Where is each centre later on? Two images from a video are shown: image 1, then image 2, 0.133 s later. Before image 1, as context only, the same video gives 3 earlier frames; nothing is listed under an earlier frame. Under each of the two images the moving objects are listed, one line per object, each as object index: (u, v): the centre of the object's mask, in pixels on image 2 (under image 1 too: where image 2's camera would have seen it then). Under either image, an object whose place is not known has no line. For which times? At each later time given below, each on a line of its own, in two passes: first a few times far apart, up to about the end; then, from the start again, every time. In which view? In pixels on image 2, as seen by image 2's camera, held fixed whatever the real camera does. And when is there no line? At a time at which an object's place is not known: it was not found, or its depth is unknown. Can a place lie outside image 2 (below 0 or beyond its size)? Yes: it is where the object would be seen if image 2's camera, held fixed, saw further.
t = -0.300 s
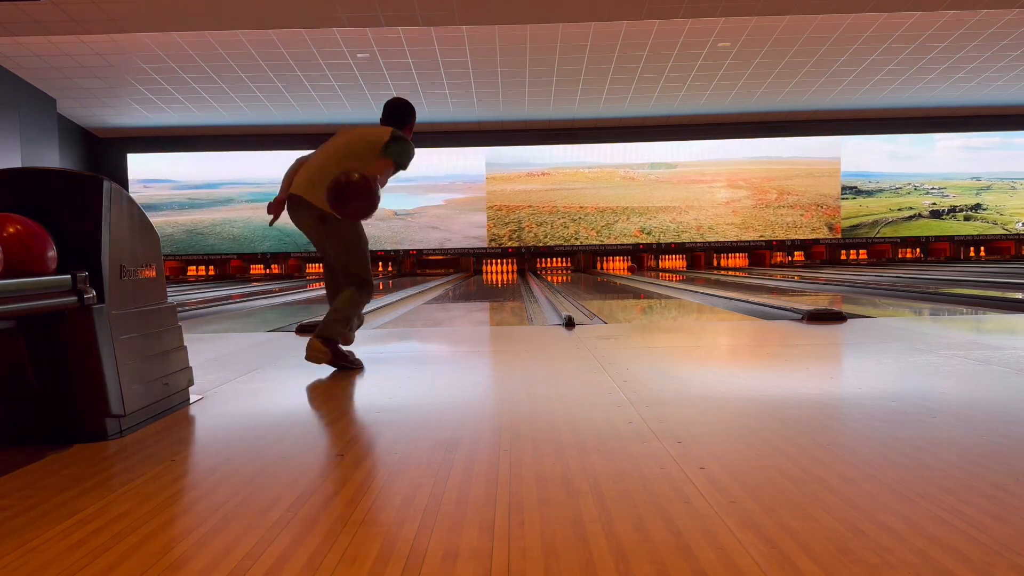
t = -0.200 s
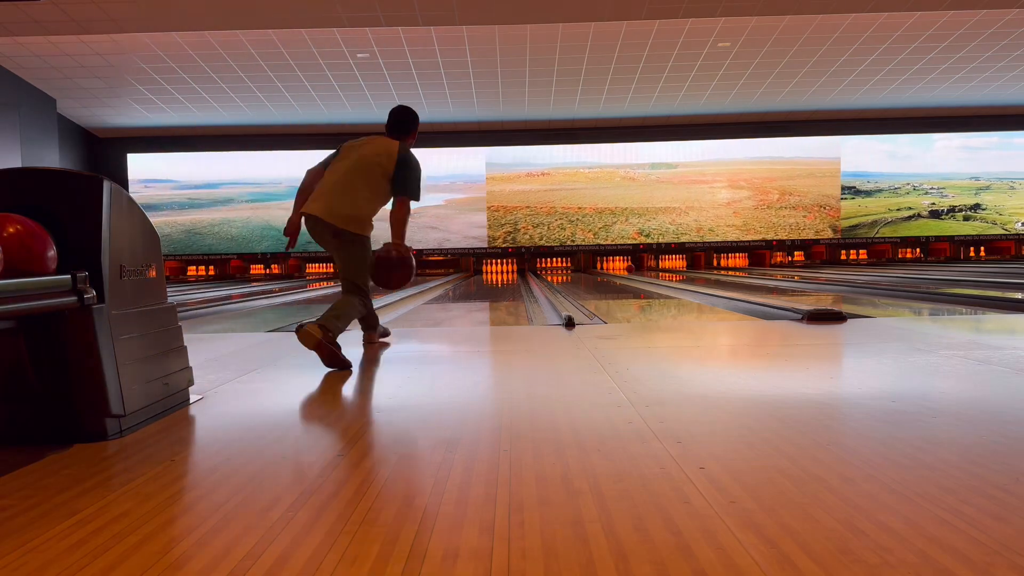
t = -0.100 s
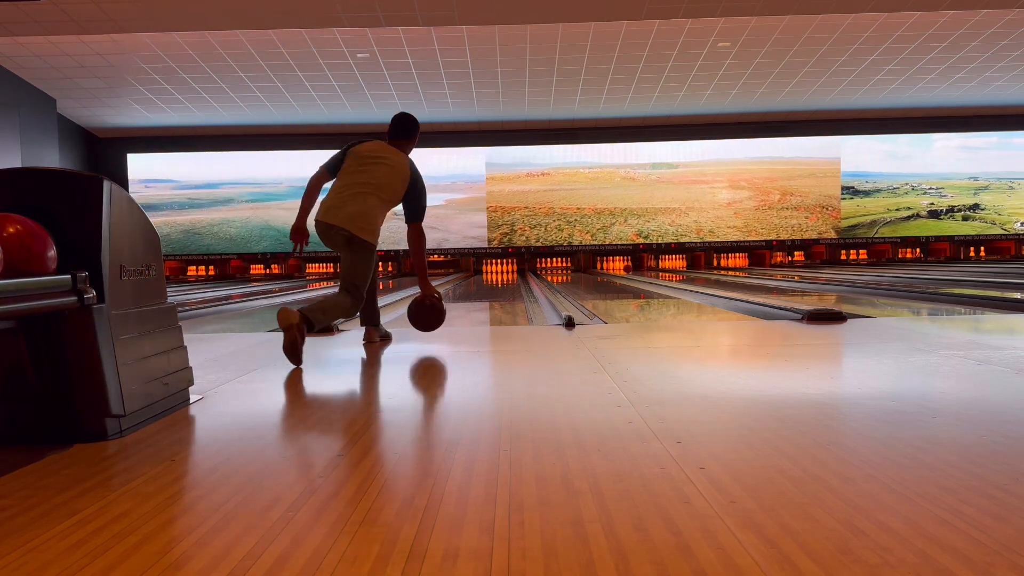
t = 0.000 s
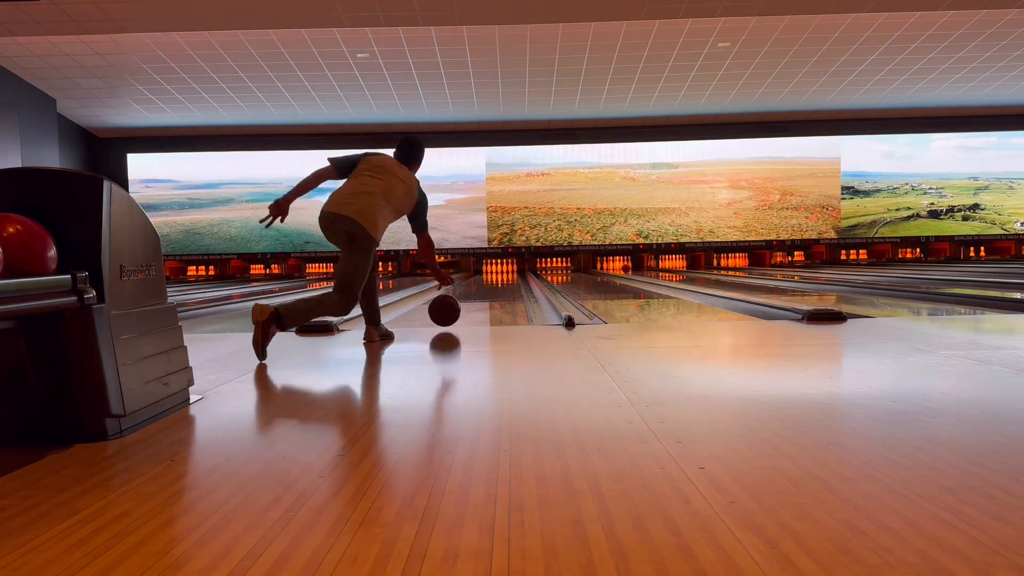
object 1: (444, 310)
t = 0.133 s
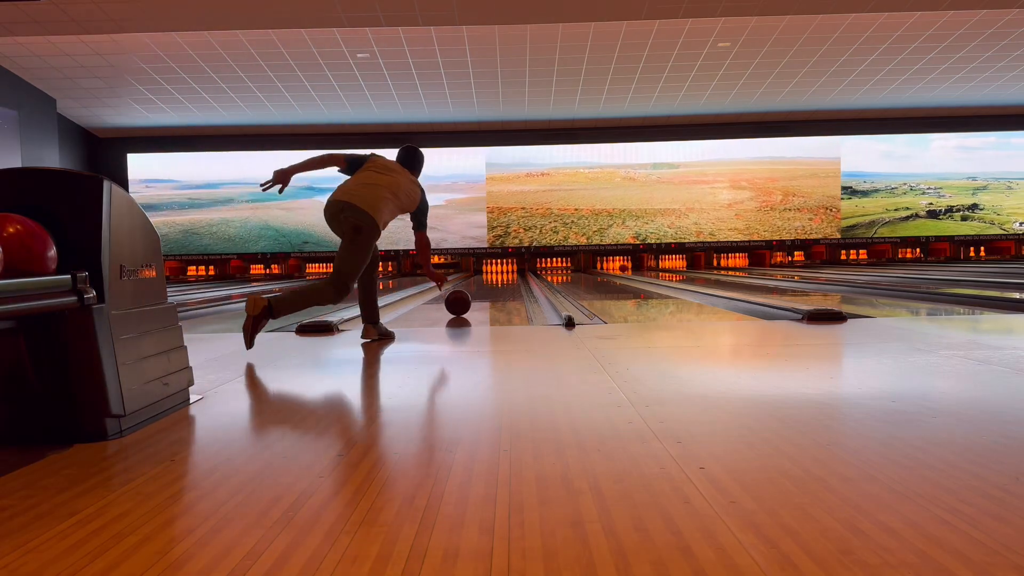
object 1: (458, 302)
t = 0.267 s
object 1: (467, 295)
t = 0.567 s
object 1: (479, 286)
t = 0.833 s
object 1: (485, 280)
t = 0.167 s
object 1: (460, 300)
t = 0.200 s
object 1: (463, 298)
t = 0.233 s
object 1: (465, 297)
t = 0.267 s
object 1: (467, 295)
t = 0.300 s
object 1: (469, 294)
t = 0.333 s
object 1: (471, 292)
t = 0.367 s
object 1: (472, 291)
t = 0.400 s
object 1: (473, 290)
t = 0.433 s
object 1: (475, 289)
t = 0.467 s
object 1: (476, 288)
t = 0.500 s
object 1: (477, 287)
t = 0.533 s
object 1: (478, 286)
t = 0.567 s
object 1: (479, 286)
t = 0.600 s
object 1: (480, 285)
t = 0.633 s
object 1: (481, 284)
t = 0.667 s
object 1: (482, 283)
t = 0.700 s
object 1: (483, 283)
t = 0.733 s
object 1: (483, 282)
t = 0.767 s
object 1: (484, 281)
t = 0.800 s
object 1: (485, 281)
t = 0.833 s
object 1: (485, 280)
